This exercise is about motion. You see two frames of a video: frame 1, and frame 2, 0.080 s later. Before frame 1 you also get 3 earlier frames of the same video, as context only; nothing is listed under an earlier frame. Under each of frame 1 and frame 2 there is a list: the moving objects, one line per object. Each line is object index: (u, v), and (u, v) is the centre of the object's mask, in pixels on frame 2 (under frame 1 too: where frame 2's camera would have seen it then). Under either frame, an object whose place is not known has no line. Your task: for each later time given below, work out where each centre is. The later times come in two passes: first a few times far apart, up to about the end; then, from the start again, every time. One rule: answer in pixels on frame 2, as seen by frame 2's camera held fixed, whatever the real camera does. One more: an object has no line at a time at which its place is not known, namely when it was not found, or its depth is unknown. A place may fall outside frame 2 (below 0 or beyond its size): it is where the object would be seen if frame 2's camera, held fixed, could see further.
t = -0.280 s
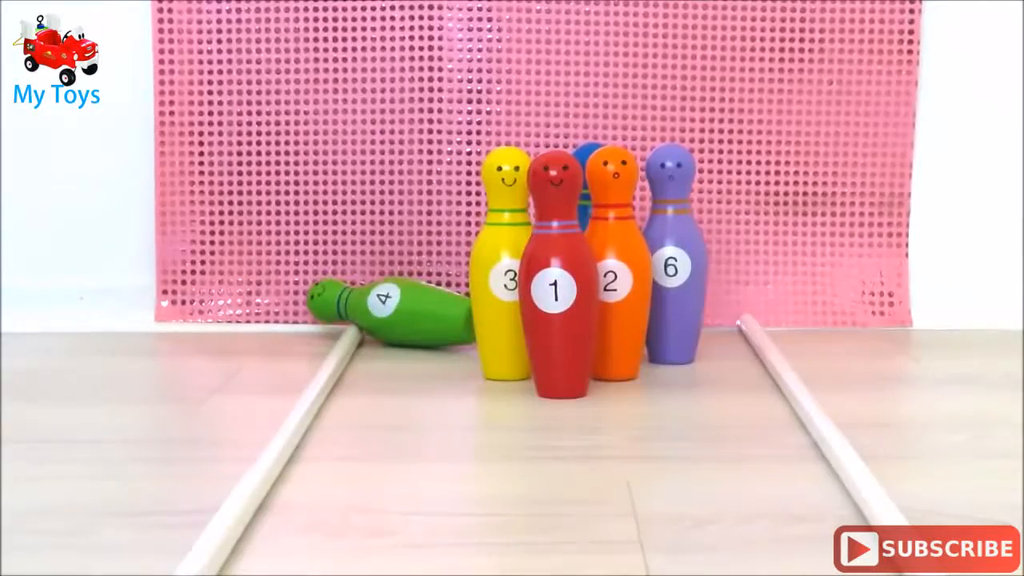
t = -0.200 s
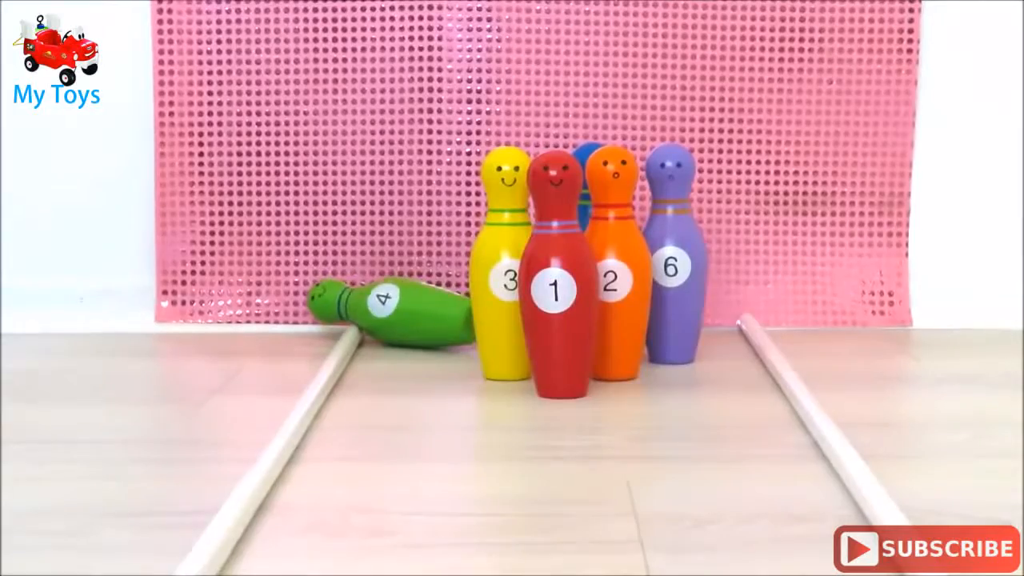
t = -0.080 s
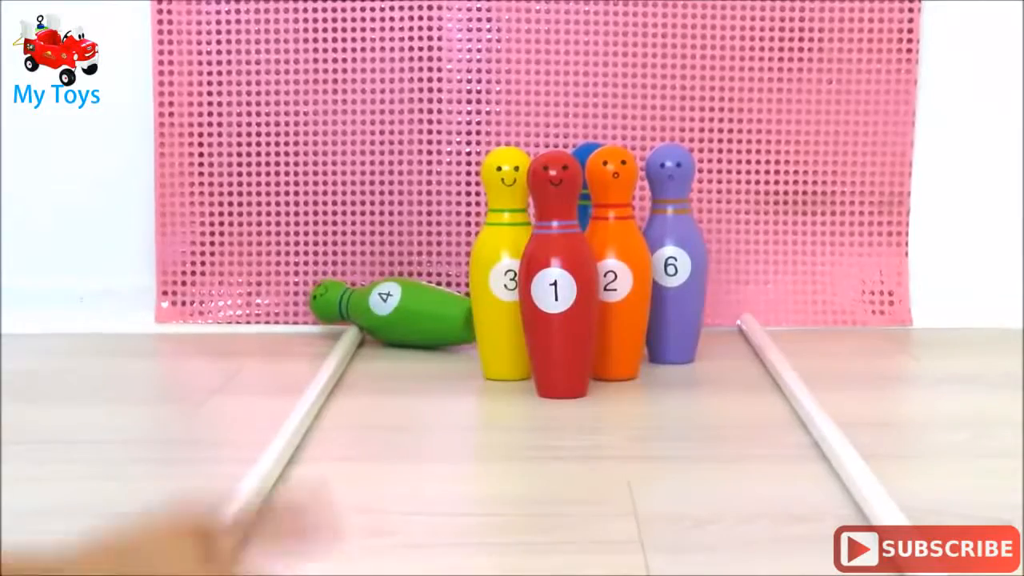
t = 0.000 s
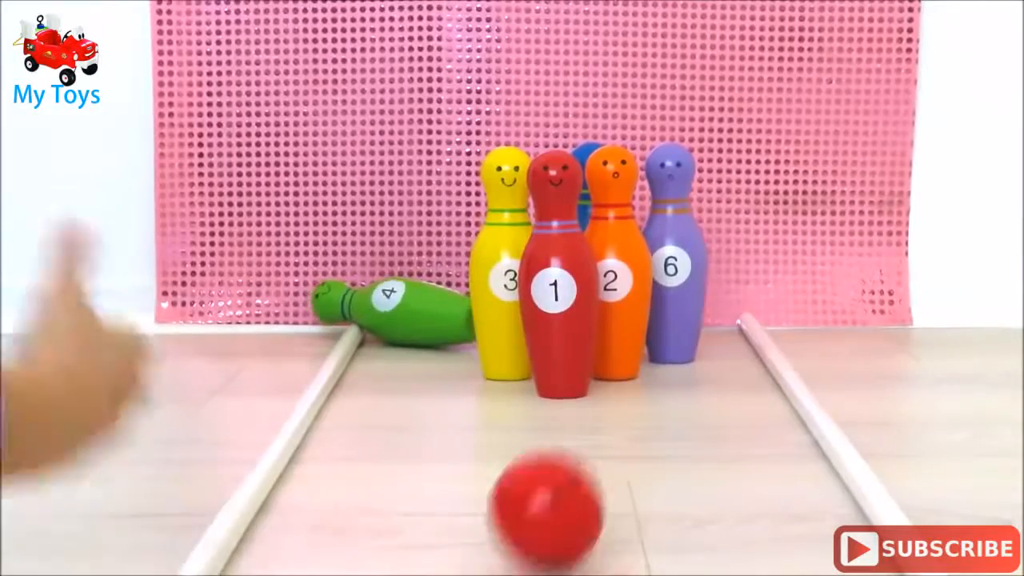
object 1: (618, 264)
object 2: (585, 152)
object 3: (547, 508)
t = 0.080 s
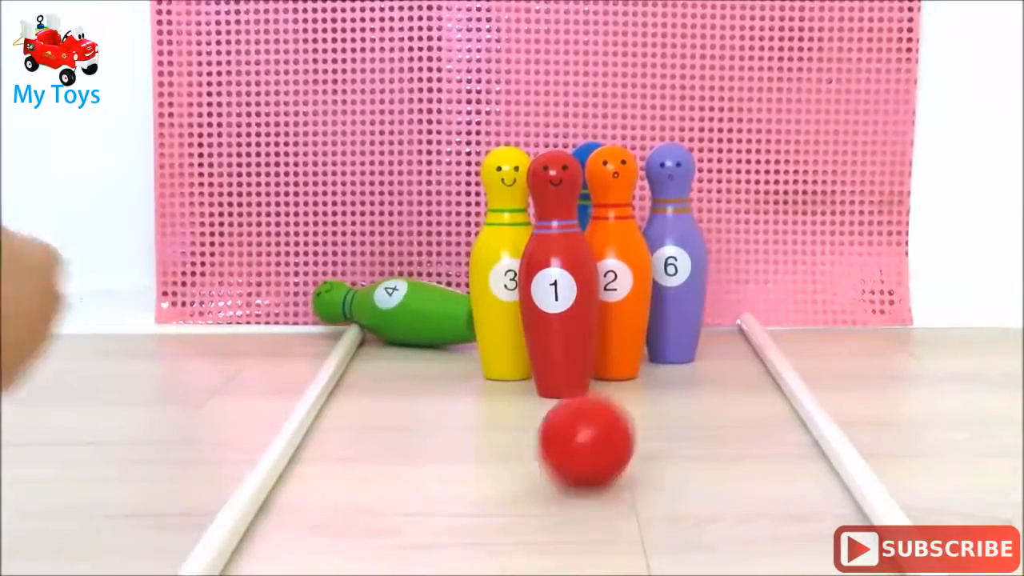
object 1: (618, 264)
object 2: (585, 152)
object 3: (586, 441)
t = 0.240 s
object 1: (616, 254)
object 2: (586, 153)
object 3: (670, 351)
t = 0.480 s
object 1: (643, 348)
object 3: (746, 322)
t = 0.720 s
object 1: (675, 358)
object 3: (728, 313)
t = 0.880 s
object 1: (683, 362)
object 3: (726, 313)
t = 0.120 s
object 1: (618, 261)
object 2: (585, 152)
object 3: (602, 415)
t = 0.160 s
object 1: (618, 252)
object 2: (585, 152)
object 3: (616, 392)
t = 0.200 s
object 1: (616, 247)
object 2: (585, 152)
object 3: (640, 356)
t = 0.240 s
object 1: (616, 254)
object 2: (586, 153)
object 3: (670, 351)
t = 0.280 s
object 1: (614, 251)
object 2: (592, 156)
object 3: (700, 346)
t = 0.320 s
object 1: (614, 250)
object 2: (590, 167)
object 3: (731, 344)
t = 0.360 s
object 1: (615, 252)
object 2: (585, 207)
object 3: (746, 332)
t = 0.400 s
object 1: (625, 274)
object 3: (754, 321)
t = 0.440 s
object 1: (634, 300)
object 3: (752, 320)
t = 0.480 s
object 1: (643, 348)
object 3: (746, 322)
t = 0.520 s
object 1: (645, 341)
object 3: (736, 329)
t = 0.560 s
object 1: (650, 333)
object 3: (733, 328)
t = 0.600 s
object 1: (663, 353)
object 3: (732, 324)
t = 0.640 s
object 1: (667, 352)
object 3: (732, 314)
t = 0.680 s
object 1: (671, 352)
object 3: (731, 309)
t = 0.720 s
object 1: (675, 358)
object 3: (728, 313)
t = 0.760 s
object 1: (679, 363)
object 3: (728, 318)
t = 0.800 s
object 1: (683, 363)
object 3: (728, 316)
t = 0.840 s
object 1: (684, 363)
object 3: (727, 315)
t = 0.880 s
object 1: (683, 362)
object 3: (726, 313)
